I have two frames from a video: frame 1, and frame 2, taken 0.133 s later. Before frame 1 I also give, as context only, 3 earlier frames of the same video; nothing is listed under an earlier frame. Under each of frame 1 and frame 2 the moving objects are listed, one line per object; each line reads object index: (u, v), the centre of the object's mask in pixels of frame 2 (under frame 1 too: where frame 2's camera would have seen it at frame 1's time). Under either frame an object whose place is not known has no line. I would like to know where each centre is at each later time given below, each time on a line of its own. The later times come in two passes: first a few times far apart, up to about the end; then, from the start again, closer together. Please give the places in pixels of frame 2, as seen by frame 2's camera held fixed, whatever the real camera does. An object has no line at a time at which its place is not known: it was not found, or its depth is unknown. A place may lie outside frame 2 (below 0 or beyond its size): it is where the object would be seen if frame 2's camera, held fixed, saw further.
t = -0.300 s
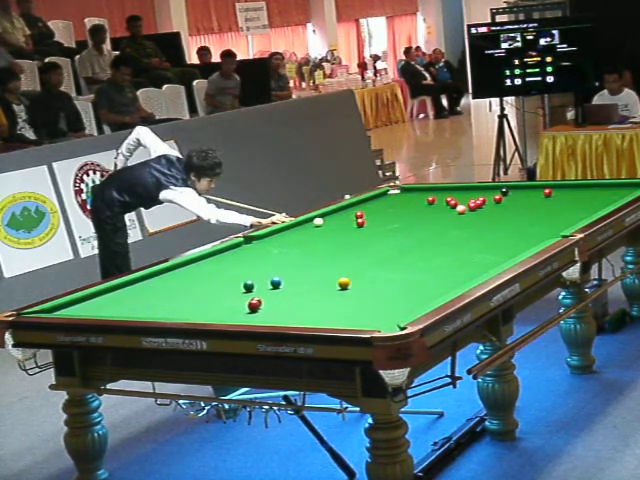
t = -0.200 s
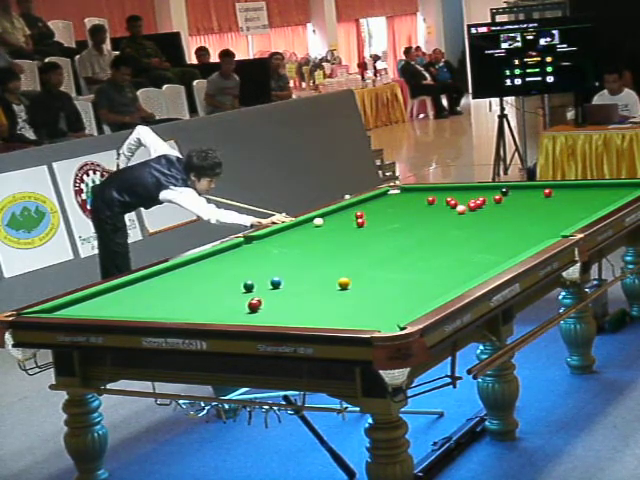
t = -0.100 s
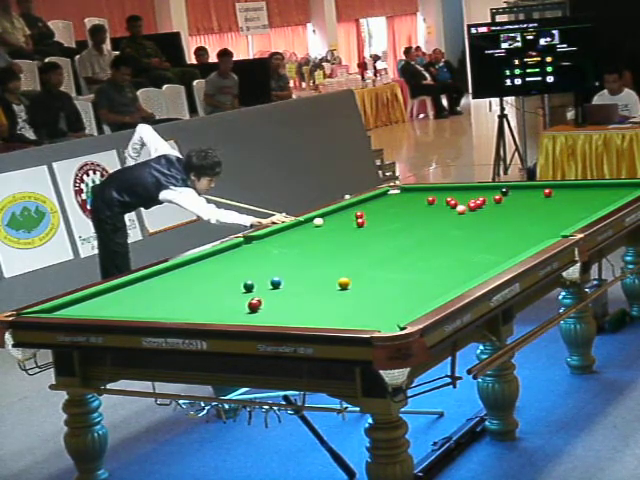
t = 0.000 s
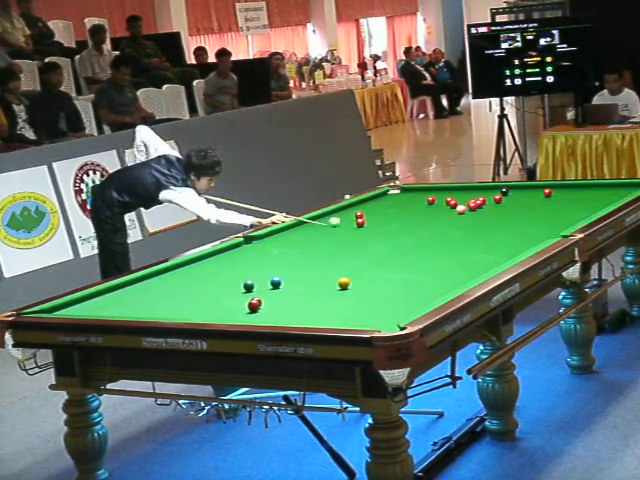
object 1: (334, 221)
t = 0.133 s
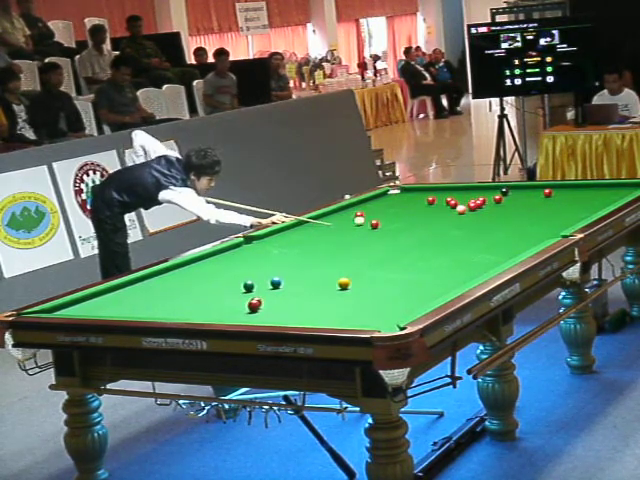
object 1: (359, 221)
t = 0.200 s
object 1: (362, 220)
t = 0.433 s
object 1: (373, 217)
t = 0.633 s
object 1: (382, 214)
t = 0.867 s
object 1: (391, 212)
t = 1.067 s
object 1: (399, 210)
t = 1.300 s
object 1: (407, 208)
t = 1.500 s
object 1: (414, 206)
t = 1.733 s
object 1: (421, 205)
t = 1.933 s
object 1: (427, 203)
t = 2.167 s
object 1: (433, 202)
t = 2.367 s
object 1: (437, 201)
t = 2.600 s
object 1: (442, 199)
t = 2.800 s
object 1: (445, 197)
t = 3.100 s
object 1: (452, 196)
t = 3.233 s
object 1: (454, 196)
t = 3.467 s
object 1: (457, 195)
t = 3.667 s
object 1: (458, 195)
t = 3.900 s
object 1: (461, 195)
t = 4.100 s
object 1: (463, 194)
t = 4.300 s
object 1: (463, 194)
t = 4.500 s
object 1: (464, 194)
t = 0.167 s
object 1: (361, 220)
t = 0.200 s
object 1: (362, 220)
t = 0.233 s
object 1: (364, 220)
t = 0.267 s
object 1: (366, 219)
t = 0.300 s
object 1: (367, 218)
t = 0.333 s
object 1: (369, 218)
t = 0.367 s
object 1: (370, 218)
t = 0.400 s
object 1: (372, 217)
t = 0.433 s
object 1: (373, 217)
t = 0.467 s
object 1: (375, 217)
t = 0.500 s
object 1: (376, 216)
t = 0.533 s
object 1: (378, 216)
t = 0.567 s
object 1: (379, 215)
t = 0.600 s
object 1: (381, 215)
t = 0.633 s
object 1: (382, 214)
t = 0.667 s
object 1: (383, 214)
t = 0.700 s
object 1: (385, 214)
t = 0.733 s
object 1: (386, 214)
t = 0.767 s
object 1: (387, 213)
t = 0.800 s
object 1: (389, 213)
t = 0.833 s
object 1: (390, 213)
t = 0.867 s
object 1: (391, 212)
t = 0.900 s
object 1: (393, 212)
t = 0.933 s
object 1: (394, 212)
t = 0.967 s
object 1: (395, 211)
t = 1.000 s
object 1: (396, 211)
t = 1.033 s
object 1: (398, 211)
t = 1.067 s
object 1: (399, 210)
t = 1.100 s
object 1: (400, 210)
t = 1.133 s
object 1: (401, 210)
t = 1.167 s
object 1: (403, 209)
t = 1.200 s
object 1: (404, 209)
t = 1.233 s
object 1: (405, 209)
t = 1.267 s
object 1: (406, 208)
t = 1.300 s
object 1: (407, 208)
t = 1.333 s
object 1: (408, 208)
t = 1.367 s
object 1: (409, 208)
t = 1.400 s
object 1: (411, 208)
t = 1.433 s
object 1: (412, 207)
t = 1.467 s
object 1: (413, 207)
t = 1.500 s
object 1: (414, 206)
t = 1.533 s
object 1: (415, 206)
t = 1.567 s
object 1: (416, 206)
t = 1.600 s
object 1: (417, 206)
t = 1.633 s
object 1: (418, 206)
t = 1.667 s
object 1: (419, 205)
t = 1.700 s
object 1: (420, 205)
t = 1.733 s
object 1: (421, 205)
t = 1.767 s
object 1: (422, 205)
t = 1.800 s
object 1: (423, 204)
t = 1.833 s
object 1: (424, 204)
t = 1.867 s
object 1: (425, 204)
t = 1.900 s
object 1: (426, 204)
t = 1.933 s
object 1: (427, 203)
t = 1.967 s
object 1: (428, 203)
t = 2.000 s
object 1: (429, 203)
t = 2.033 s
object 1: (429, 203)
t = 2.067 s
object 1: (430, 203)
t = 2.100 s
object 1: (431, 202)
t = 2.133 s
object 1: (433, 202)
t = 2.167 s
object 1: (433, 202)
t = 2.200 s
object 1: (434, 202)
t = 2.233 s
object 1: (435, 202)
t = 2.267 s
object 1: (435, 202)
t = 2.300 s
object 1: (436, 201)
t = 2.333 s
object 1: (437, 201)
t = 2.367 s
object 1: (437, 201)
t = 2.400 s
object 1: (438, 200)
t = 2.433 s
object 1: (439, 200)
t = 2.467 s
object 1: (439, 200)
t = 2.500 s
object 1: (441, 200)
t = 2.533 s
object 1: (441, 199)
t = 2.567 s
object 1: (442, 199)
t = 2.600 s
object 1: (442, 199)
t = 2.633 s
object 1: (442, 199)
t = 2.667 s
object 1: (443, 199)
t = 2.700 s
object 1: (443, 199)
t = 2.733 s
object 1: (444, 199)
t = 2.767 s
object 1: (444, 198)
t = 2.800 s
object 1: (445, 197)
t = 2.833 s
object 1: (446, 197)
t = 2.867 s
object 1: (447, 197)
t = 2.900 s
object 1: (448, 196)
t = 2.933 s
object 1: (449, 196)
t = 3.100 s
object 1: (452, 196)
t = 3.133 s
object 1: (452, 196)
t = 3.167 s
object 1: (453, 196)
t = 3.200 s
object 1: (453, 196)
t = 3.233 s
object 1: (454, 196)
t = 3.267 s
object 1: (454, 196)
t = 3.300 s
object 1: (455, 196)
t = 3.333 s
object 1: (455, 196)
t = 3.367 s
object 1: (455, 196)
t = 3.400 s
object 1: (456, 196)
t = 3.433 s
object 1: (456, 195)
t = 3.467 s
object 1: (457, 195)
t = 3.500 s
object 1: (457, 195)
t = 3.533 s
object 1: (457, 195)
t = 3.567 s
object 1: (458, 195)
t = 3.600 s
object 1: (458, 195)
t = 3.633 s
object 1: (458, 195)
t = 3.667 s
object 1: (458, 195)
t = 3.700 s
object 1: (459, 195)
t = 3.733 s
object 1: (459, 195)
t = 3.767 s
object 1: (460, 195)
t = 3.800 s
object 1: (459, 195)
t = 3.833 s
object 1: (460, 195)
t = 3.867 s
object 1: (461, 195)
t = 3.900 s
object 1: (461, 195)
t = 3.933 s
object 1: (461, 194)
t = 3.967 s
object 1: (461, 194)
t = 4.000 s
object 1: (462, 194)
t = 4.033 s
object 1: (462, 194)
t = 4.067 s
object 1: (462, 194)
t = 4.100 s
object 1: (463, 194)
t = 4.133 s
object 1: (463, 194)
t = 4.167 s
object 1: (463, 194)
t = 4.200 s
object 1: (463, 194)
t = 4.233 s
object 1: (463, 194)
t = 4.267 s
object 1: (463, 194)
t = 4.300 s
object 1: (463, 194)
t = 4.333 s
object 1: (464, 194)
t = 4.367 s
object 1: (464, 194)
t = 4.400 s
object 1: (464, 194)
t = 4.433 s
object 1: (464, 194)
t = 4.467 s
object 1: (464, 194)
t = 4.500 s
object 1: (464, 194)
